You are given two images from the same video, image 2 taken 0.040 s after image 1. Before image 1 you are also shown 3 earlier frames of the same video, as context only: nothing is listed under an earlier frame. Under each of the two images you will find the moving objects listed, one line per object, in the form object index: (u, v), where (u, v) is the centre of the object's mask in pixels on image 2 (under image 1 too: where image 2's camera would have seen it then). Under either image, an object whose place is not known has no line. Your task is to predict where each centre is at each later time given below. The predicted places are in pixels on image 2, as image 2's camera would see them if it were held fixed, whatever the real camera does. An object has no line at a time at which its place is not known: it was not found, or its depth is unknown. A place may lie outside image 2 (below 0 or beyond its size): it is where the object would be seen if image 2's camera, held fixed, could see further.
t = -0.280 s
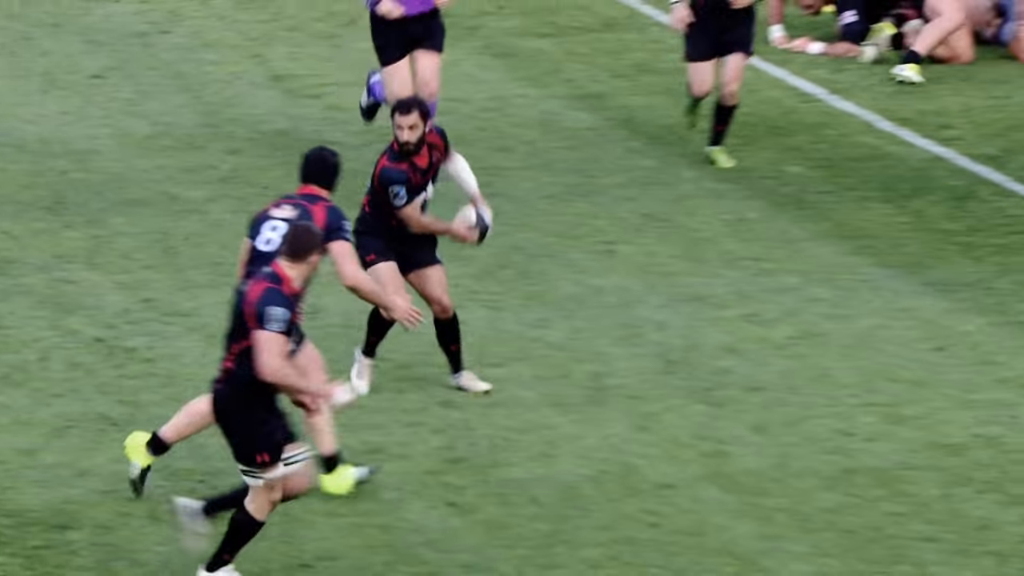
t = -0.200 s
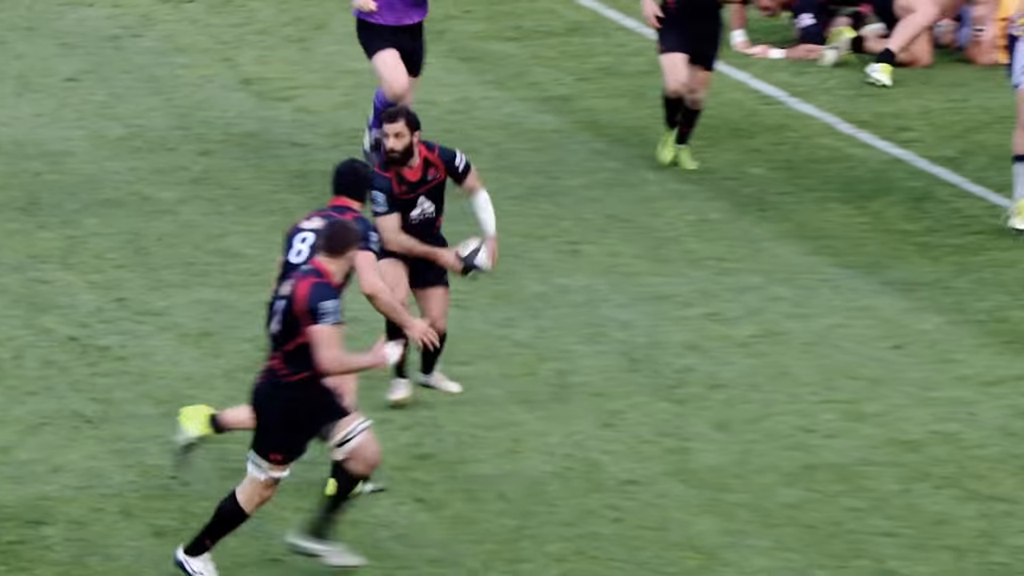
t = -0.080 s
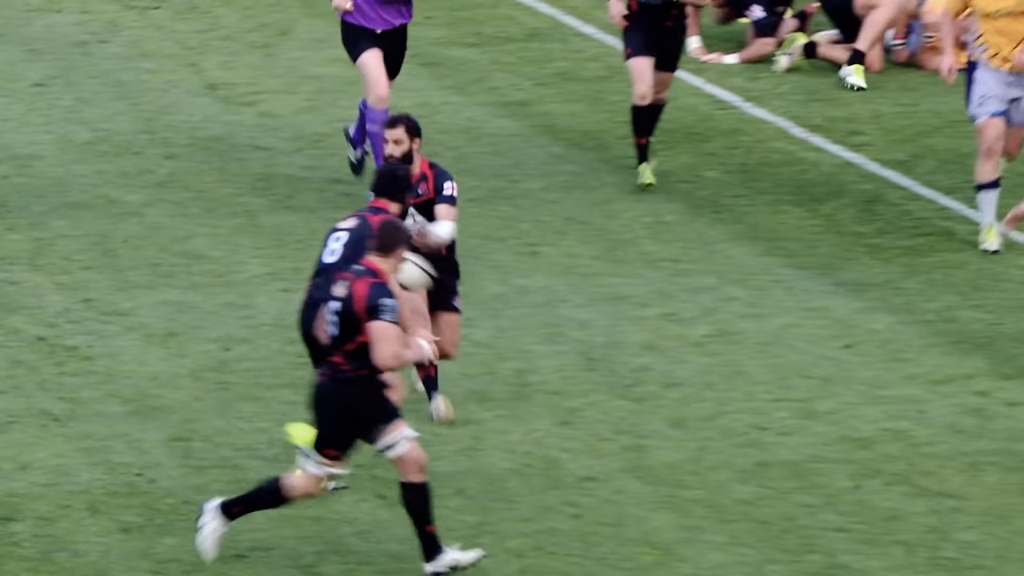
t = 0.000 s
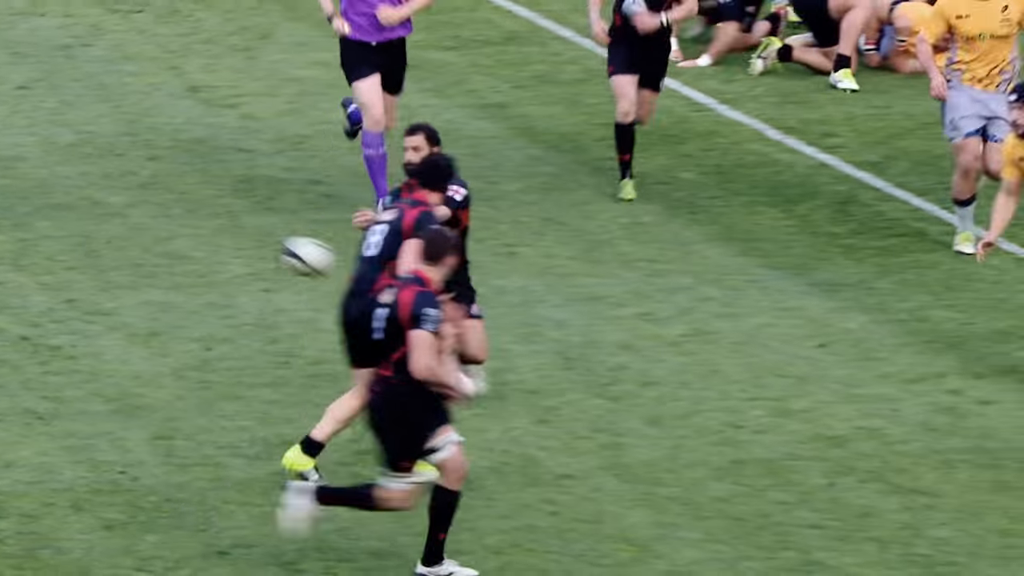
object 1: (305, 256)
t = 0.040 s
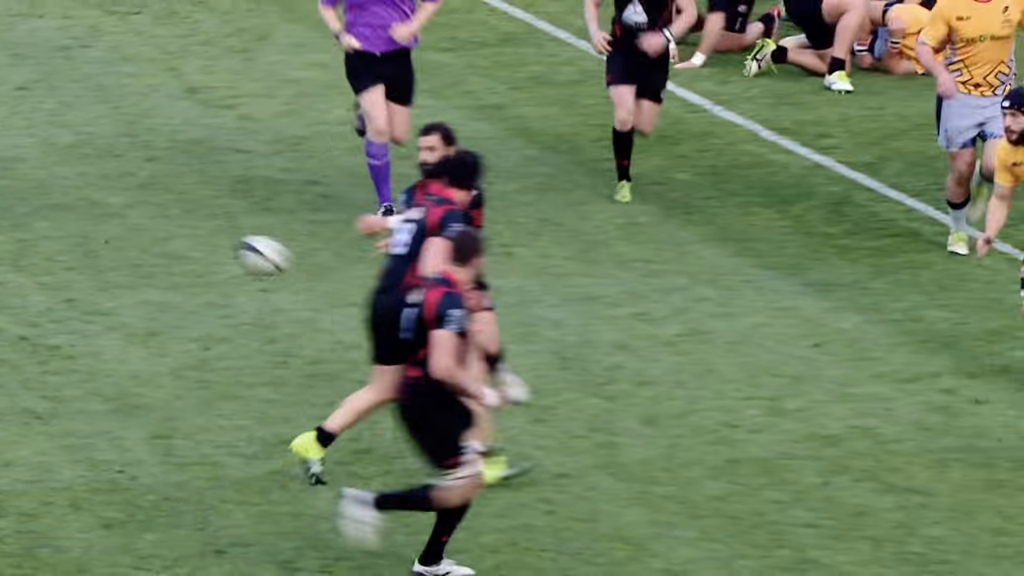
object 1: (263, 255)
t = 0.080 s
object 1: (224, 254)
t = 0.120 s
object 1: (204, 254)
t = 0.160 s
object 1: (162, 259)
